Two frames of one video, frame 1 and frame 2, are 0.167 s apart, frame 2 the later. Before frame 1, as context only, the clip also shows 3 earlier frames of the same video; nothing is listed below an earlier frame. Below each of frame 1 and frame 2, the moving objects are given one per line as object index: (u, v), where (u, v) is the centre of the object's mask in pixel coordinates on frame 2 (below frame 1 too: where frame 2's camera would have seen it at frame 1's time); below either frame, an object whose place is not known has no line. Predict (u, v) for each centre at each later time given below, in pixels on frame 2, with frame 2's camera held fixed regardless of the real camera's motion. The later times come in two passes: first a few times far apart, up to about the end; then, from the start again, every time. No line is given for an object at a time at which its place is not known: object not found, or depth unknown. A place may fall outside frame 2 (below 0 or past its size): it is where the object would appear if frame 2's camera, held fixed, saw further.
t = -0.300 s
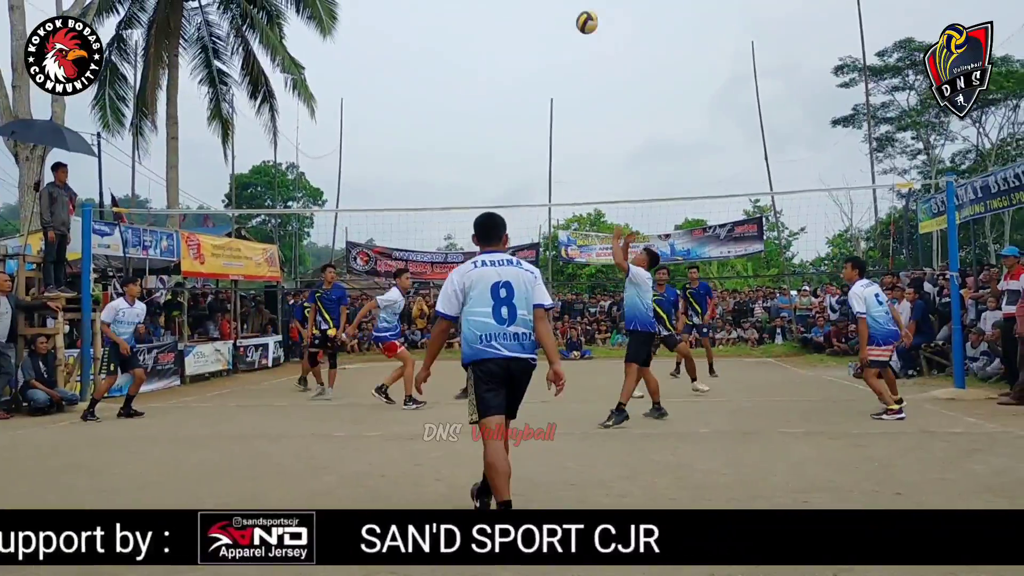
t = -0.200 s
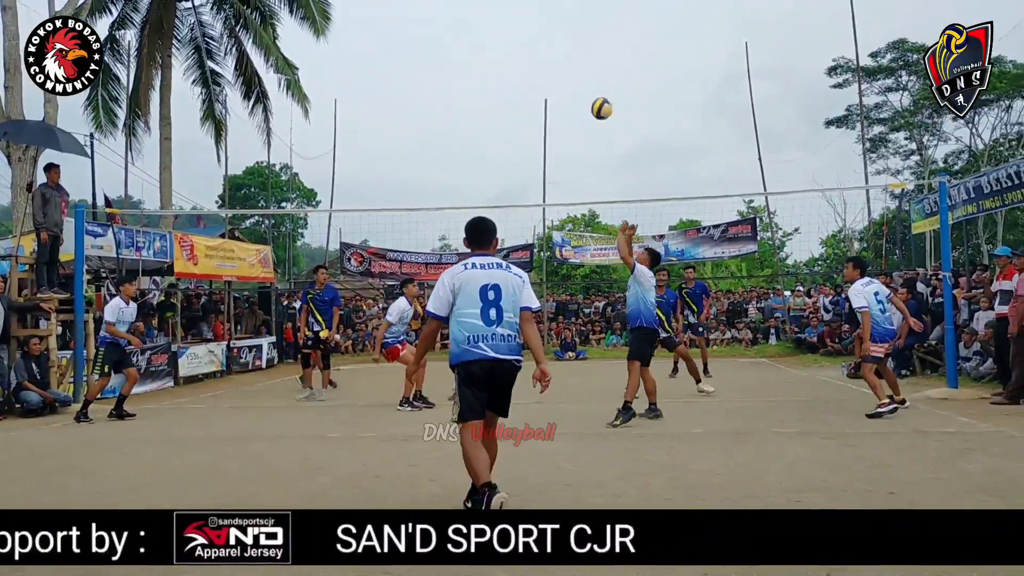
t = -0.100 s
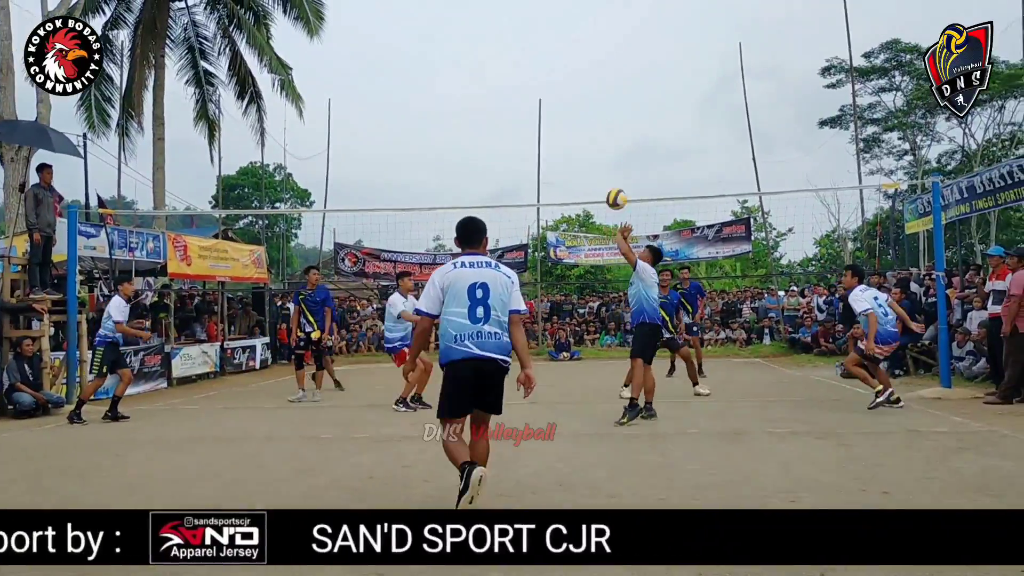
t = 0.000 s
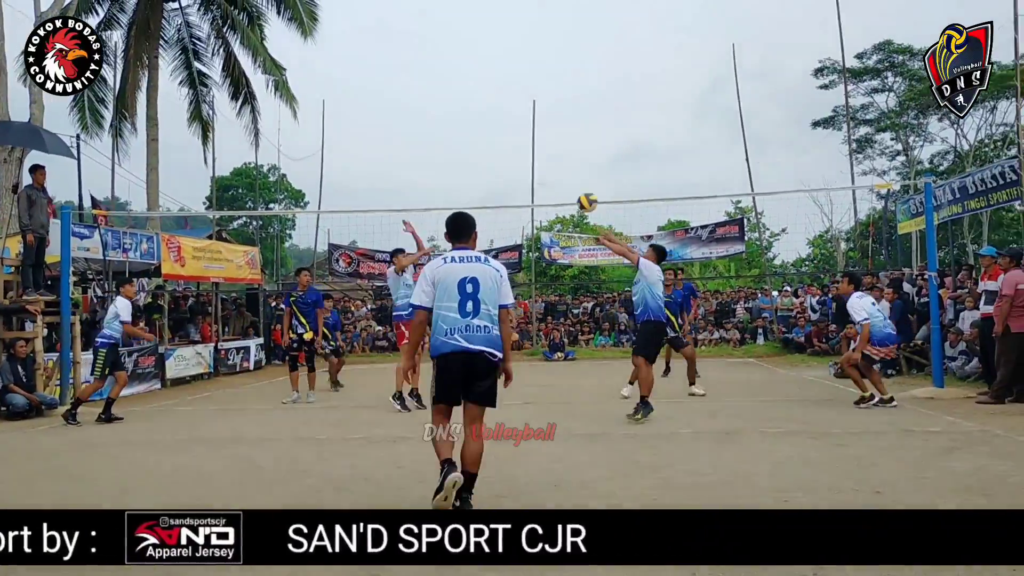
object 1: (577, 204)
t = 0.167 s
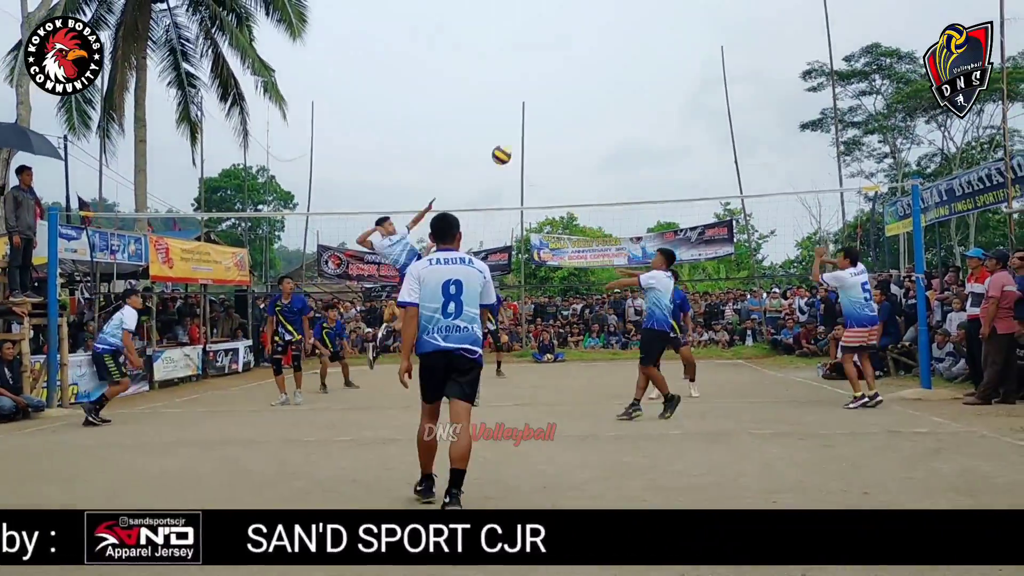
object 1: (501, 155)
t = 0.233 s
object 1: (473, 144)
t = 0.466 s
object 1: (384, 138)
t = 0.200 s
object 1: (487, 149)
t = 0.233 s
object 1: (473, 144)
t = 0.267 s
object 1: (460, 140)
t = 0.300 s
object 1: (446, 137)
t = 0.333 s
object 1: (434, 135)
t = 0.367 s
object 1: (421, 134)
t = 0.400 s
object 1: (408, 134)
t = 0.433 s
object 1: (396, 136)
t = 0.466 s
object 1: (384, 138)
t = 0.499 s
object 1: (372, 141)
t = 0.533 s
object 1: (361, 145)
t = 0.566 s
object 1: (350, 150)
